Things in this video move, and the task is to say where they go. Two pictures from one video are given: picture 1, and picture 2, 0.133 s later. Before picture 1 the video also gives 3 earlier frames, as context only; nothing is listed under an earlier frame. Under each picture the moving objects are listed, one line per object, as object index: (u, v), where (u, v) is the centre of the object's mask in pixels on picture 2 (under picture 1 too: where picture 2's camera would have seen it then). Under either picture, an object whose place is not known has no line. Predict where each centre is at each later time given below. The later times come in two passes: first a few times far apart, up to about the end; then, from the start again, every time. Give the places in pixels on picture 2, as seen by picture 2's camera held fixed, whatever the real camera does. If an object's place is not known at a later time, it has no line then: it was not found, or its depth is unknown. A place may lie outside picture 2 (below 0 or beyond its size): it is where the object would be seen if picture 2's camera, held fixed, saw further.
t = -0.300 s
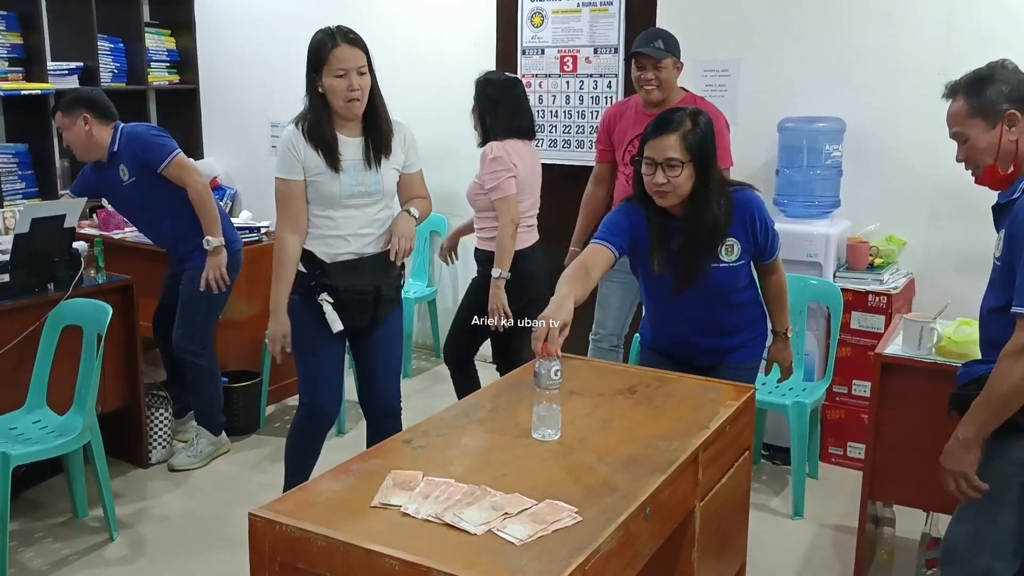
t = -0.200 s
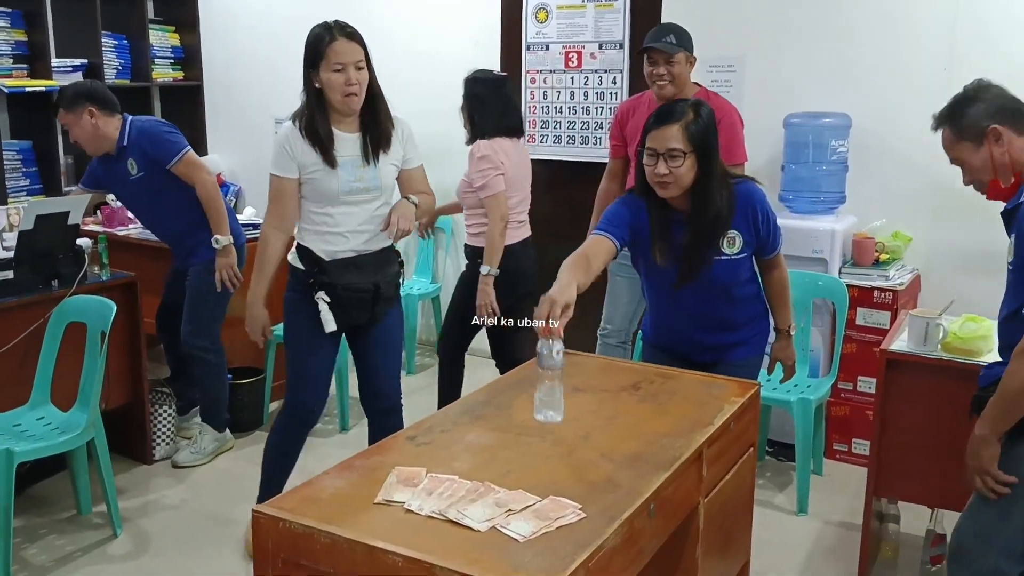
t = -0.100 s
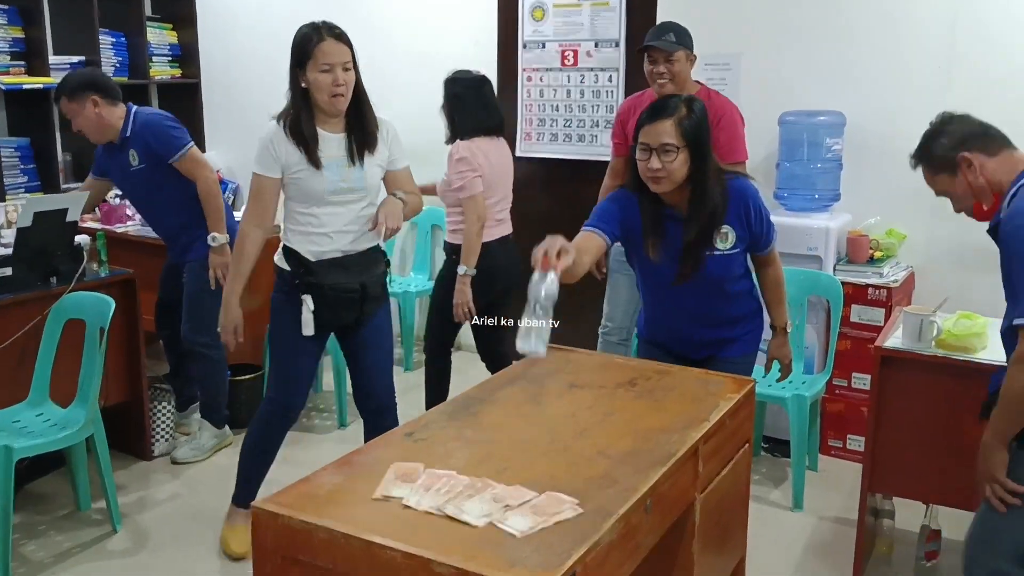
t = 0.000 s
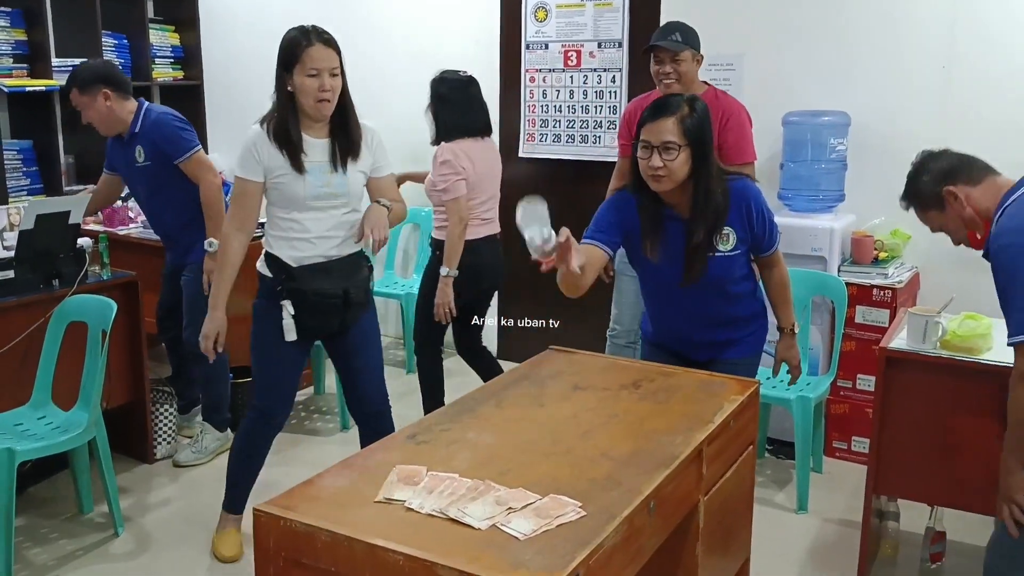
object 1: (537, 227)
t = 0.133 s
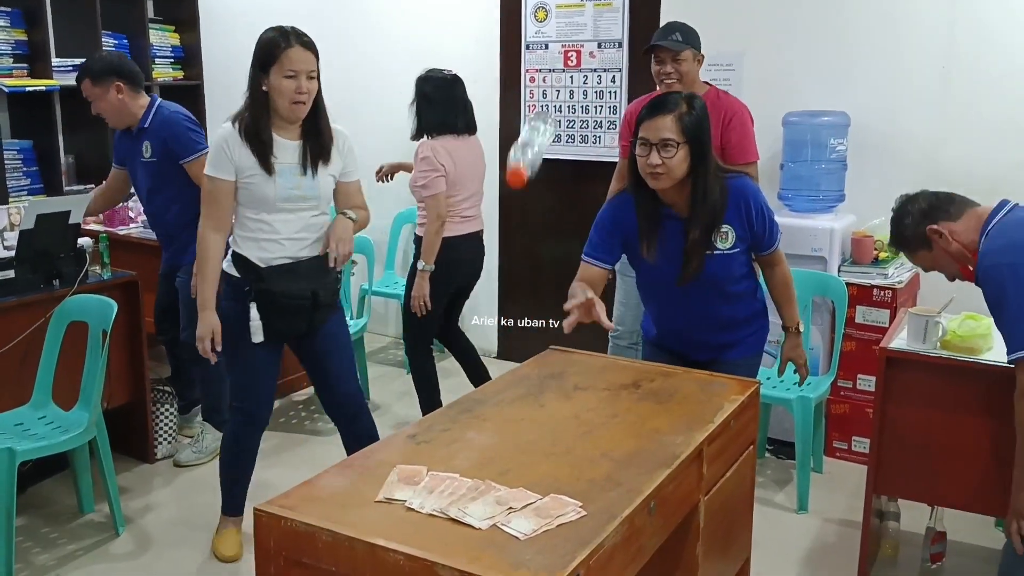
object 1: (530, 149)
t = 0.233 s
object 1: (530, 126)
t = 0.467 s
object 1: (524, 290)
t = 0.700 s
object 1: (514, 406)
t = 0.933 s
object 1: (509, 422)
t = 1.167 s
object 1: (507, 422)
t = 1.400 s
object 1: (508, 422)
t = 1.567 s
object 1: (508, 422)
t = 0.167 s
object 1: (531, 133)
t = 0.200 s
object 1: (530, 126)
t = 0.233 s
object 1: (530, 126)
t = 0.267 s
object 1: (529, 132)
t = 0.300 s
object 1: (529, 145)
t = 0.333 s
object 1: (529, 163)
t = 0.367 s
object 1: (528, 186)
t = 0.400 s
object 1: (527, 216)
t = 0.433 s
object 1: (526, 250)
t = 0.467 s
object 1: (524, 290)
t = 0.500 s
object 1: (522, 332)
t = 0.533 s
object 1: (520, 380)
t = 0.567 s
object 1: (517, 422)
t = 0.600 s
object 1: (517, 413)
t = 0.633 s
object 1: (517, 409)
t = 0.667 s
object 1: (515, 407)
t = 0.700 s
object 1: (514, 406)
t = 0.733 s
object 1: (513, 405)
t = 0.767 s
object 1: (512, 407)
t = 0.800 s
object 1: (511, 410)
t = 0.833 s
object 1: (511, 415)
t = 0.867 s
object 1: (509, 422)
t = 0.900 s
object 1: (509, 421)
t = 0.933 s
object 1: (509, 422)
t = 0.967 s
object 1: (508, 422)
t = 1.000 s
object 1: (507, 422)
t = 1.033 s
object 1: (507, 422)
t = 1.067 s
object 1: (507, 422)
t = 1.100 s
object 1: (507, 422)
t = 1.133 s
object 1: (507, 422)
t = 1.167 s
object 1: (507, 422)
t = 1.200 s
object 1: (508, 422)
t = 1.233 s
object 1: (508, 422)
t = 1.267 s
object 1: (508, 422)
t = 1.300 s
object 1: (508, 422)
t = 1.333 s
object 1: (508, 422)
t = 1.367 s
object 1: (509, 422)
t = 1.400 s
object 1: (508, 422)
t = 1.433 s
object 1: (508, 422)
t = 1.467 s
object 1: (507, 422)
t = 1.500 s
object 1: (507, 422)
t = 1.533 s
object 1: (507, 422)
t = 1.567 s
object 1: (508, 422)
